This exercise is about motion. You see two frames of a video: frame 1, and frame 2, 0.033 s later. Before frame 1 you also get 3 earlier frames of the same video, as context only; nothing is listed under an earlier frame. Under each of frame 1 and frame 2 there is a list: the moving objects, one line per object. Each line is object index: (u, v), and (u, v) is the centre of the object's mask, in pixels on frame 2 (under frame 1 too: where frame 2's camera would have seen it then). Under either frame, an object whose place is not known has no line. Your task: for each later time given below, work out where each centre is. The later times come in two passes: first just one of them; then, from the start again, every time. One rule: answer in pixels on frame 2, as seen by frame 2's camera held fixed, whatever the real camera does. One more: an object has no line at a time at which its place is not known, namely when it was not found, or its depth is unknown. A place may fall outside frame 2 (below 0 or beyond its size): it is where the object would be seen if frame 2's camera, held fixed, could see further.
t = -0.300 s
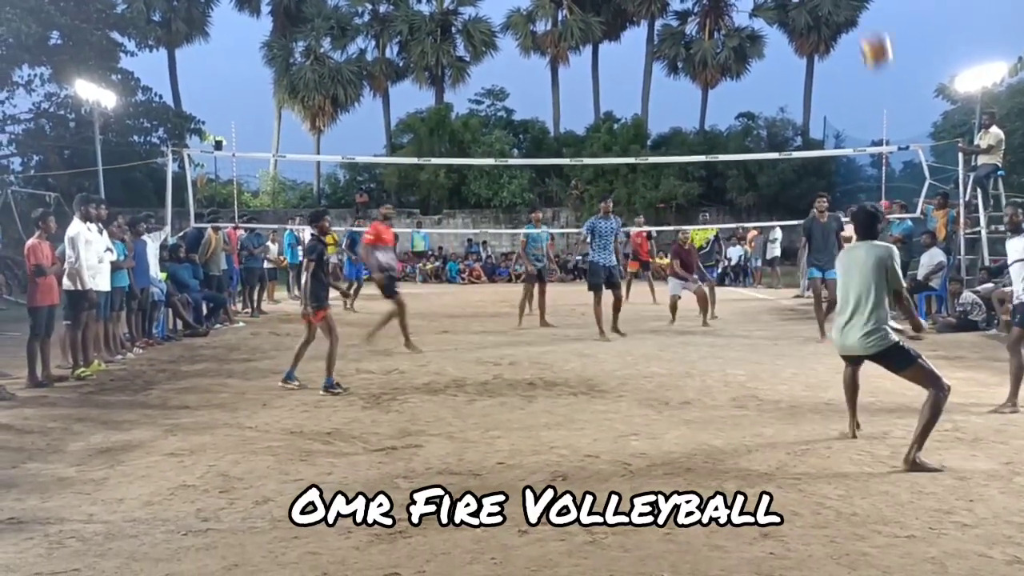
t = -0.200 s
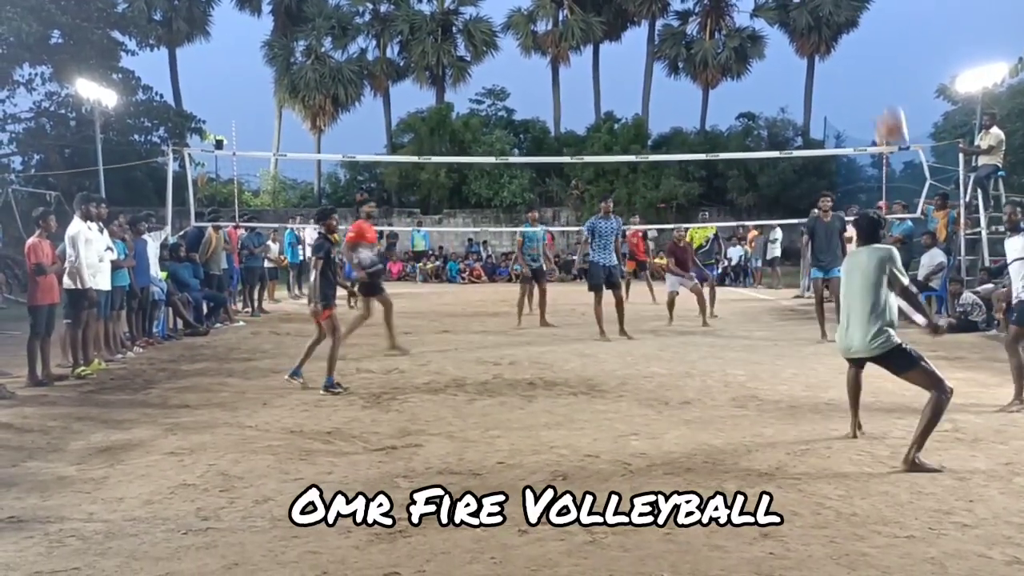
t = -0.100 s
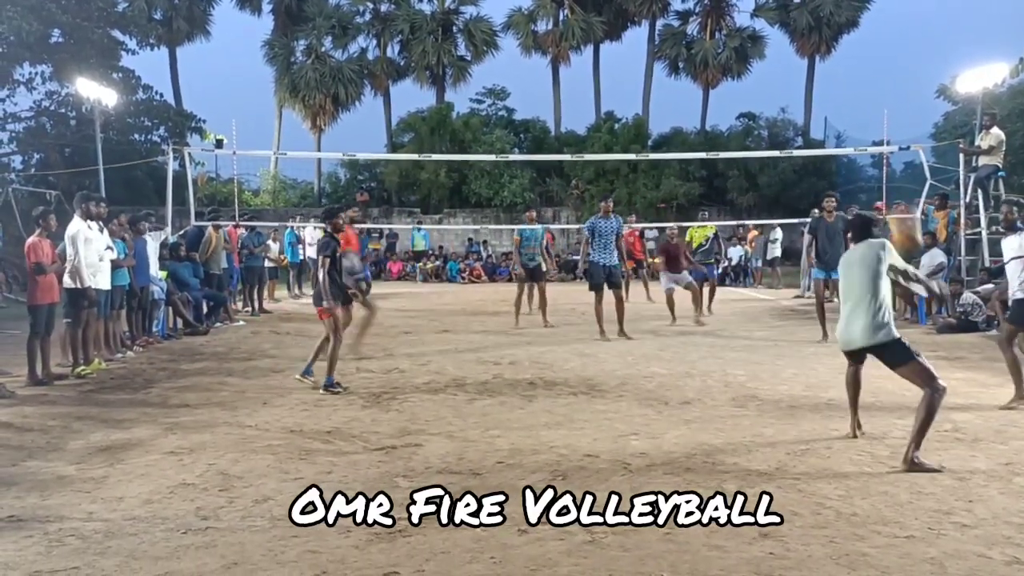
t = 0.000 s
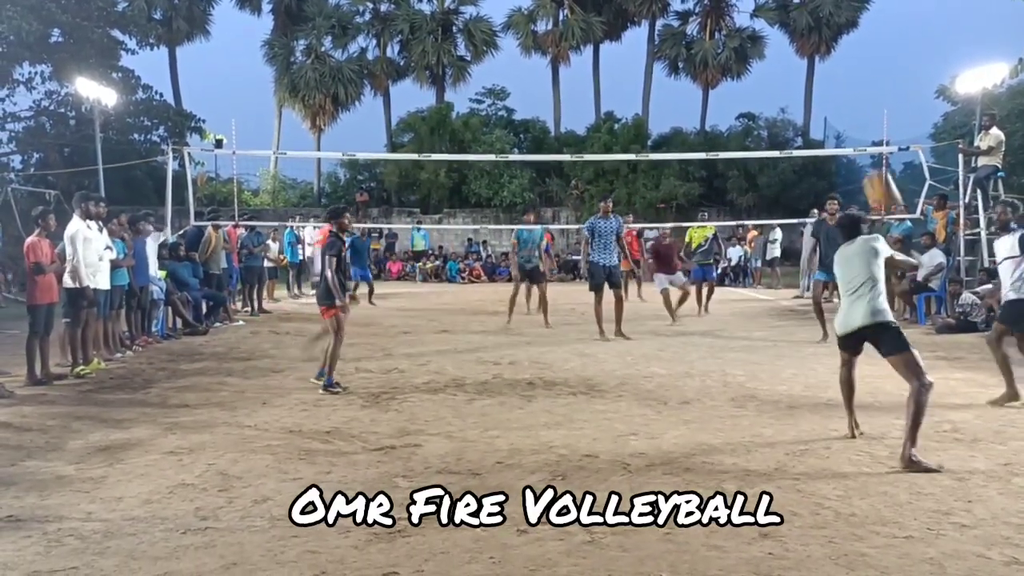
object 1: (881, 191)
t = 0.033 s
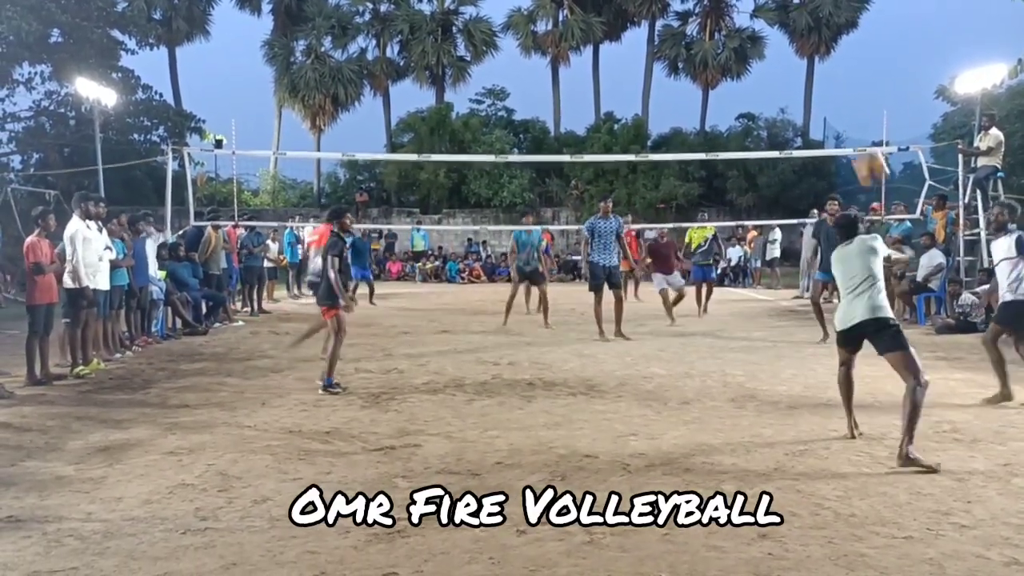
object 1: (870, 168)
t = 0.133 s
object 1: (842, 102)
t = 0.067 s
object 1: (861, 141)
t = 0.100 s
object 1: (852, 121)
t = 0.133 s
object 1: (842, 102)
